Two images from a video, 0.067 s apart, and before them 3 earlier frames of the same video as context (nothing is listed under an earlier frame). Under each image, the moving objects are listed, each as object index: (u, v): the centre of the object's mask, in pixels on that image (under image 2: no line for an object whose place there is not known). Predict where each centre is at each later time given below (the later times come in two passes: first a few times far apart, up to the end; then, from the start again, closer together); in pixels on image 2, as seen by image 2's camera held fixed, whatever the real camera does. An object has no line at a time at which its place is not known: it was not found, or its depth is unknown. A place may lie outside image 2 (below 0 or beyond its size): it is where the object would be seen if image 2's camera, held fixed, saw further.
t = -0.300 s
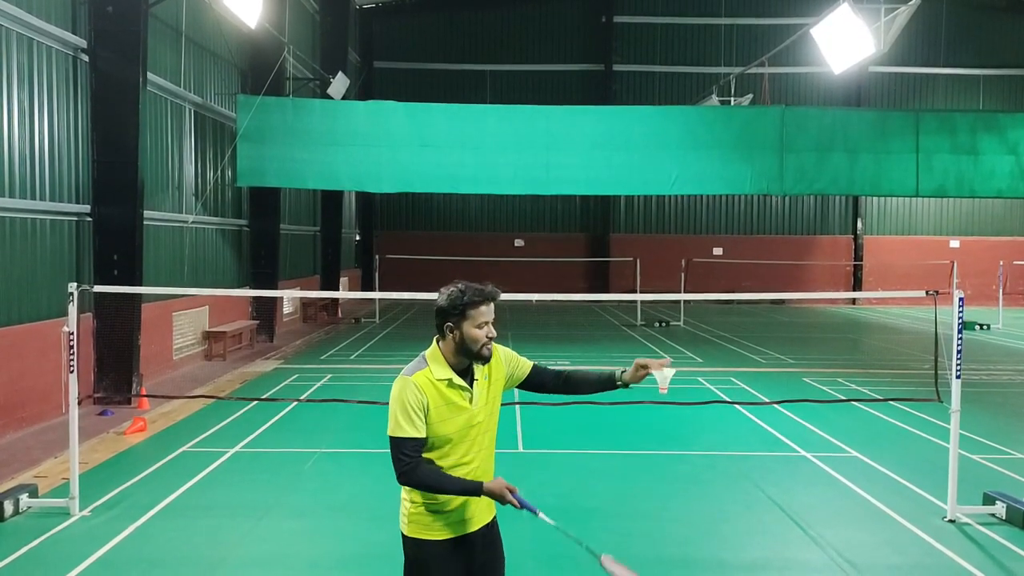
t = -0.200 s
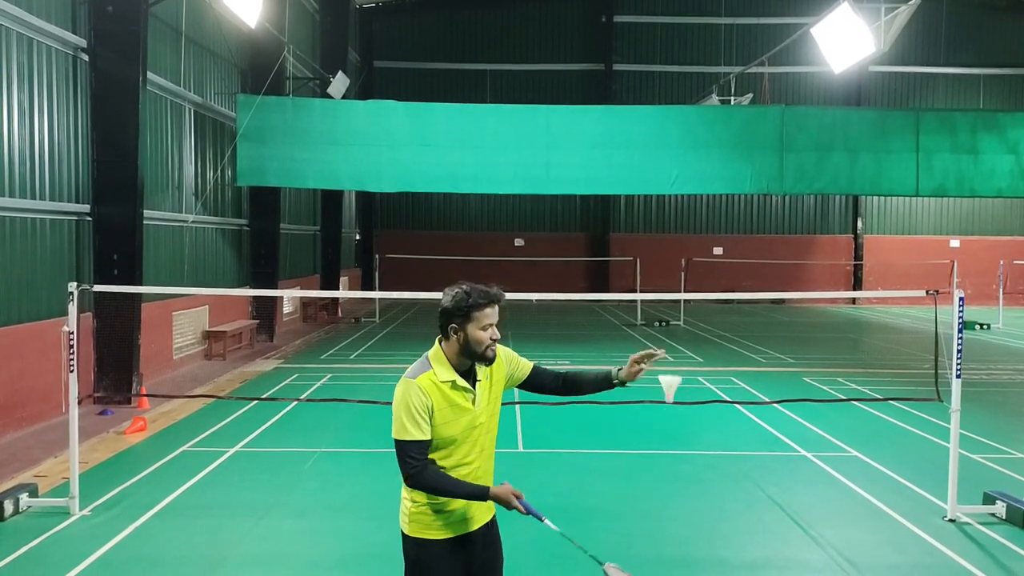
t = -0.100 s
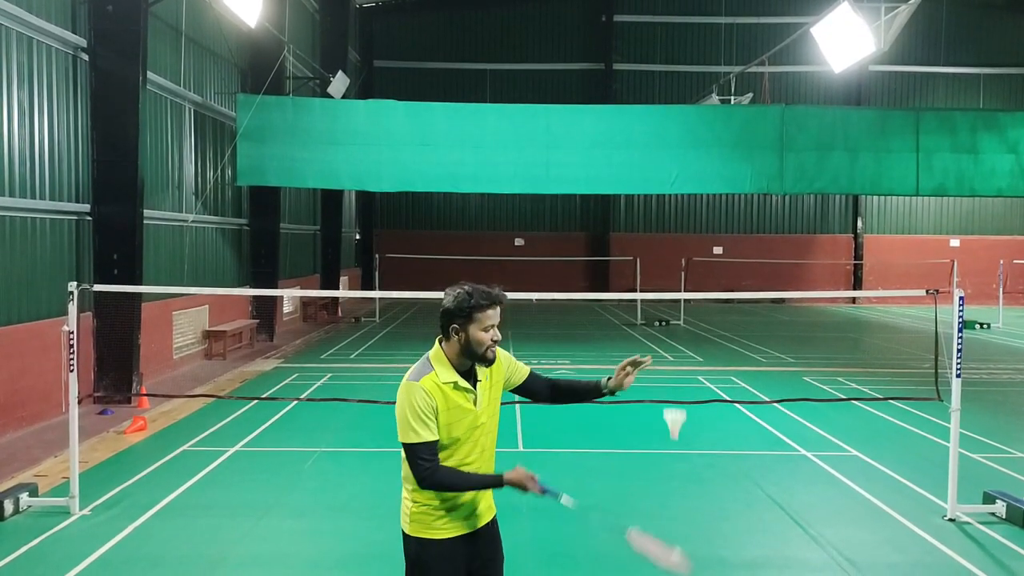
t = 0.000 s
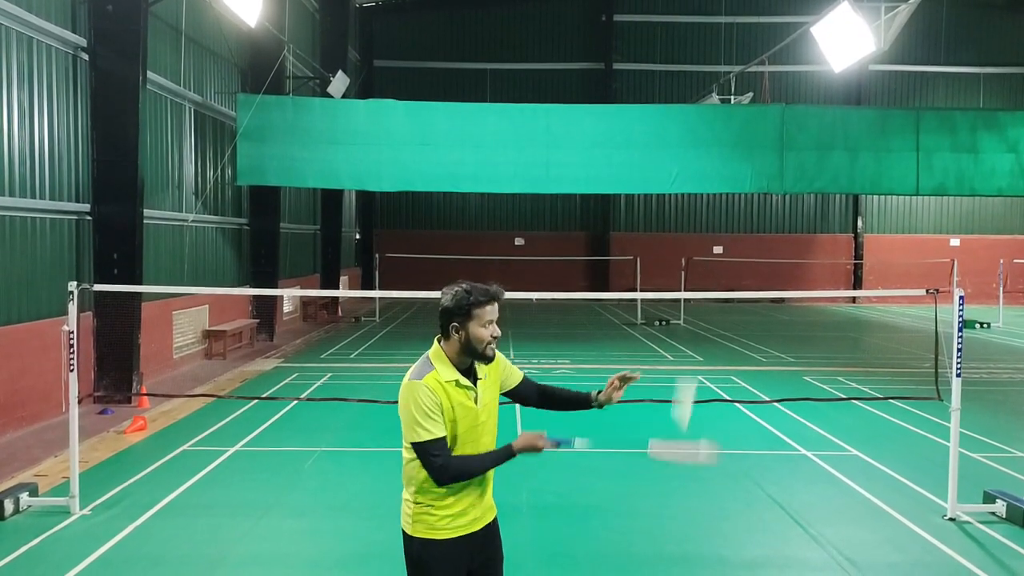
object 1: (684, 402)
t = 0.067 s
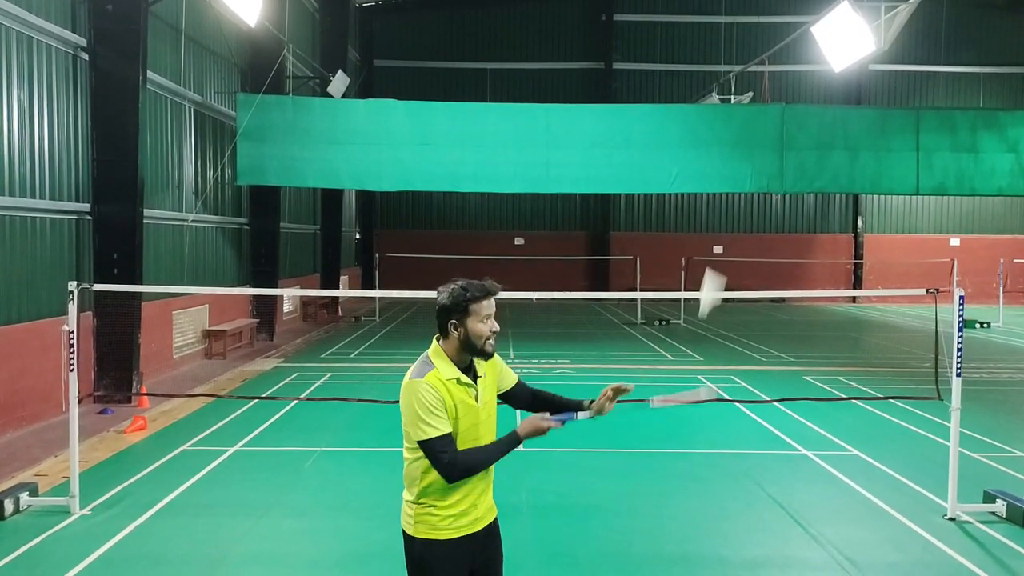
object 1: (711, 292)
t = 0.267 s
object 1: (742, 102)
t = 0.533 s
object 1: (794, 31)
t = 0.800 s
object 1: (820, 175)
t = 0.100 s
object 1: (721, 249)
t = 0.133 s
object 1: (729, 211)
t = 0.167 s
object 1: (736, 178)
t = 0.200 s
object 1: (740, 151)
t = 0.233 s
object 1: (741, 128)
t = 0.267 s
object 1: (742, 102)
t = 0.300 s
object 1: (746, 82)
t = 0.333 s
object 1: (751, 62)
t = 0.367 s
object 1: (757, 46)
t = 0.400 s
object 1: (765, 35)
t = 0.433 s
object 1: (773, 28)
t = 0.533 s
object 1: (794, 31)
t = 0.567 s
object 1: (800, 39)
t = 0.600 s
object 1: (805, 50)
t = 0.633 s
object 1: (810, 65)
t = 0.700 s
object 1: (815, 102)
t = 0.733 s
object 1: (816, 124)
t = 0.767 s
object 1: (818, 148)
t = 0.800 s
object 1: (820, 175)
